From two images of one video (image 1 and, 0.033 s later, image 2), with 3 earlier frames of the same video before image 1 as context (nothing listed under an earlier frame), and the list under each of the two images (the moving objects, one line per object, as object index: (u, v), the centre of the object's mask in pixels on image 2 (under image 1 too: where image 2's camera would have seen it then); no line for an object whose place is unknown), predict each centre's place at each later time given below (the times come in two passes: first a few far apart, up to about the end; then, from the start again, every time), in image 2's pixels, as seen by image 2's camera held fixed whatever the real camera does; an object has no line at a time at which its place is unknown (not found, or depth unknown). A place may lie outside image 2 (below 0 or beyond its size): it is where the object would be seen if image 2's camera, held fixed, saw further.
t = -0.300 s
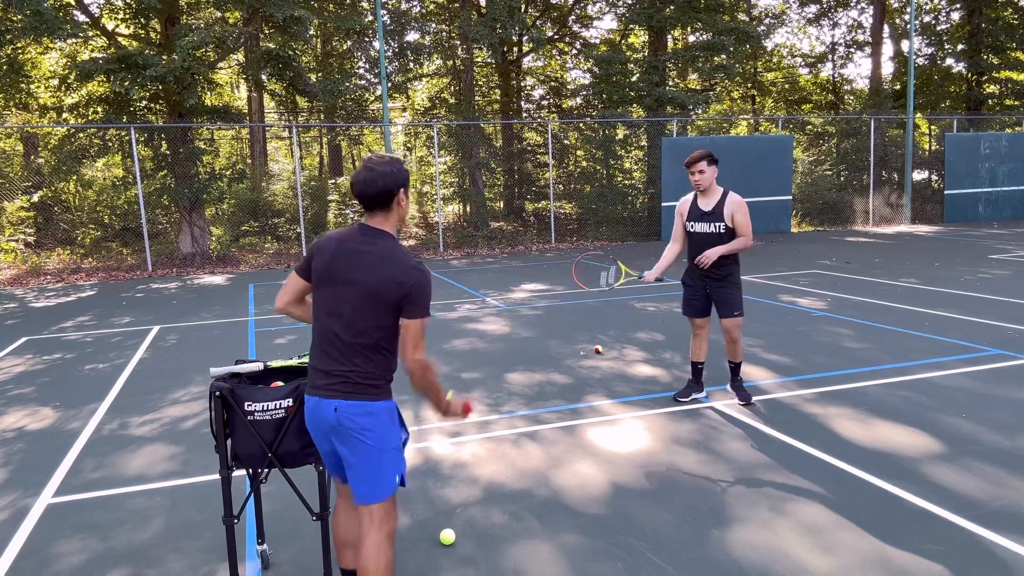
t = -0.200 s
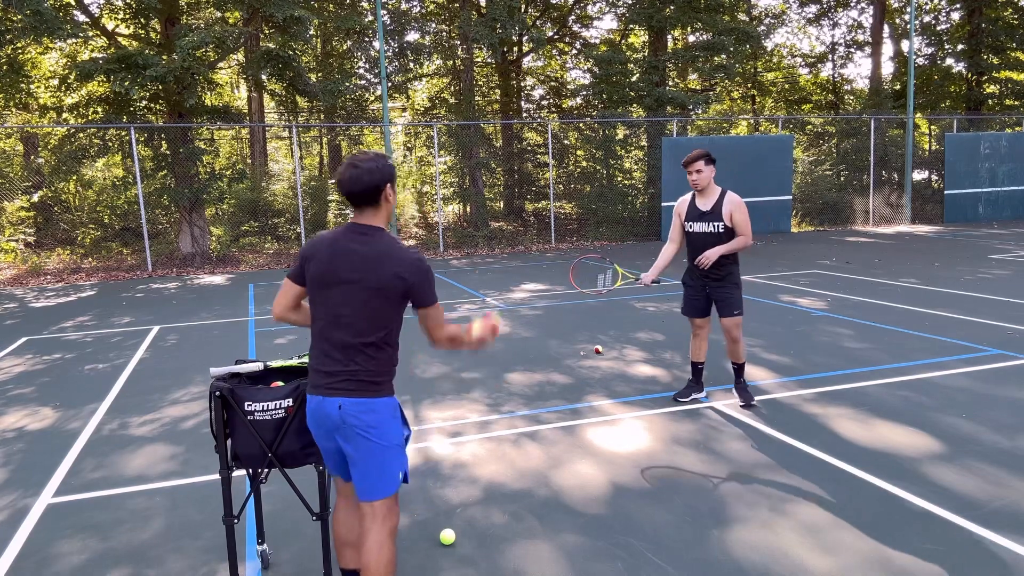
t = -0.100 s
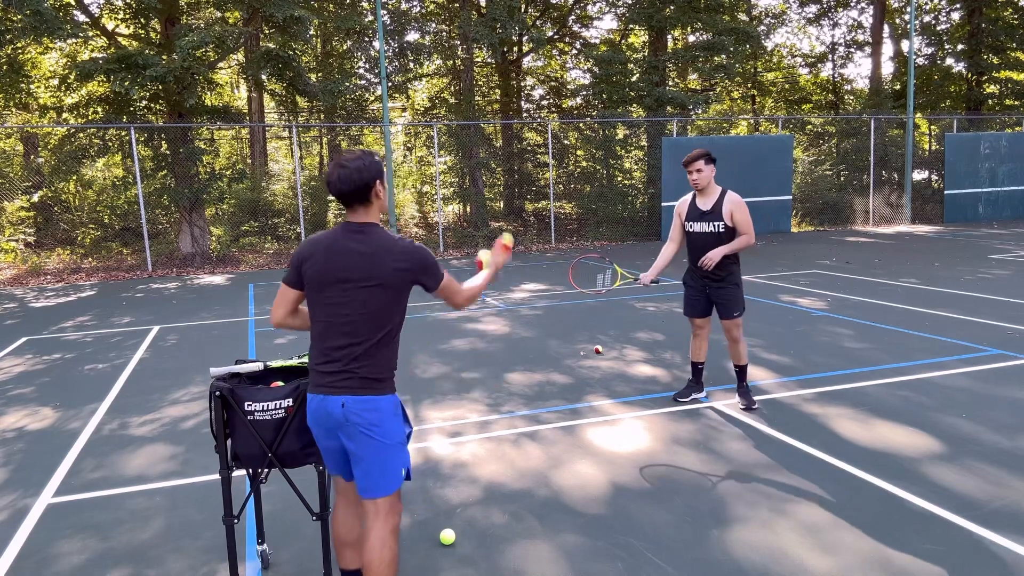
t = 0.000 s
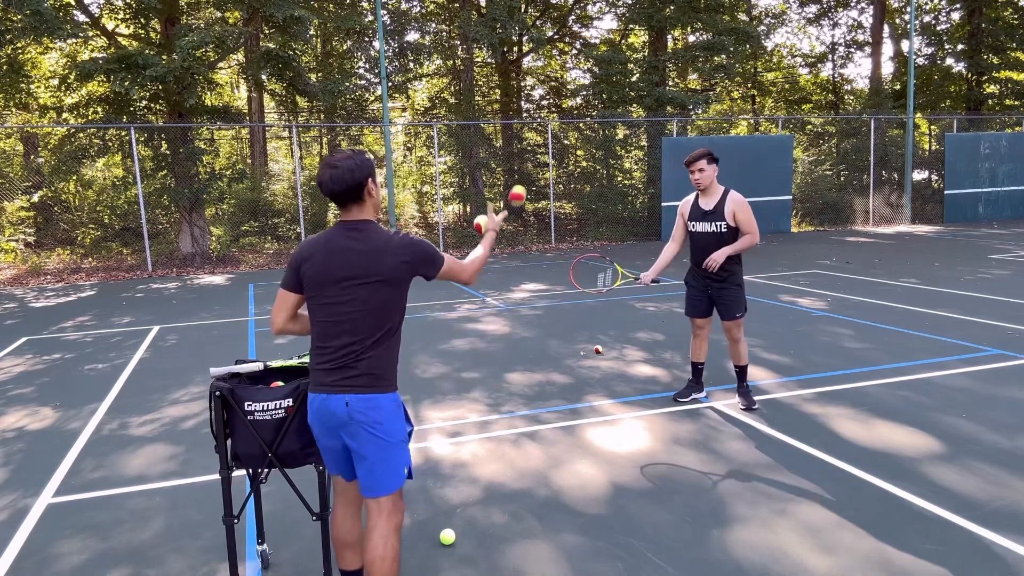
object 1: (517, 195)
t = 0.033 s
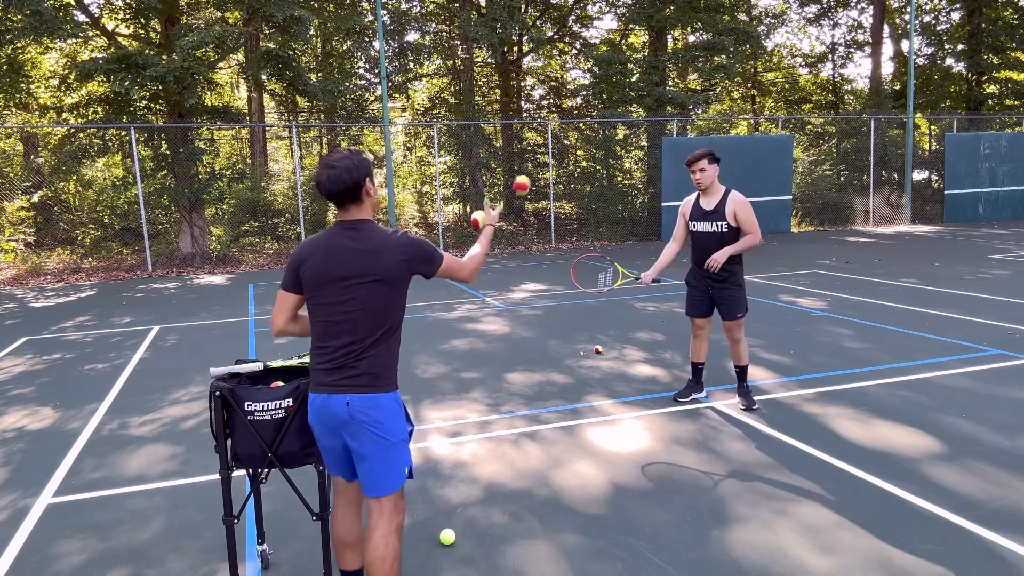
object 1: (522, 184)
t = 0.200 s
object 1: (542, 172)
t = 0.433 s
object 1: (570, 243)
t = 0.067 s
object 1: (526, 177)
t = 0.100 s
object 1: (530, 172)
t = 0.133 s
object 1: (534, 170)
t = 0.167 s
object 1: (538, 170)
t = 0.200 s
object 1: (542, 172)
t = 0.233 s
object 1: (546, 176)
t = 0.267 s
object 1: (550, 182)
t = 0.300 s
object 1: (555, 191)
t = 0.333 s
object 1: (559, 201)
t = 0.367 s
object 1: (562, 213)
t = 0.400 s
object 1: (566, 227)
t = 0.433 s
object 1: (570, 243)
